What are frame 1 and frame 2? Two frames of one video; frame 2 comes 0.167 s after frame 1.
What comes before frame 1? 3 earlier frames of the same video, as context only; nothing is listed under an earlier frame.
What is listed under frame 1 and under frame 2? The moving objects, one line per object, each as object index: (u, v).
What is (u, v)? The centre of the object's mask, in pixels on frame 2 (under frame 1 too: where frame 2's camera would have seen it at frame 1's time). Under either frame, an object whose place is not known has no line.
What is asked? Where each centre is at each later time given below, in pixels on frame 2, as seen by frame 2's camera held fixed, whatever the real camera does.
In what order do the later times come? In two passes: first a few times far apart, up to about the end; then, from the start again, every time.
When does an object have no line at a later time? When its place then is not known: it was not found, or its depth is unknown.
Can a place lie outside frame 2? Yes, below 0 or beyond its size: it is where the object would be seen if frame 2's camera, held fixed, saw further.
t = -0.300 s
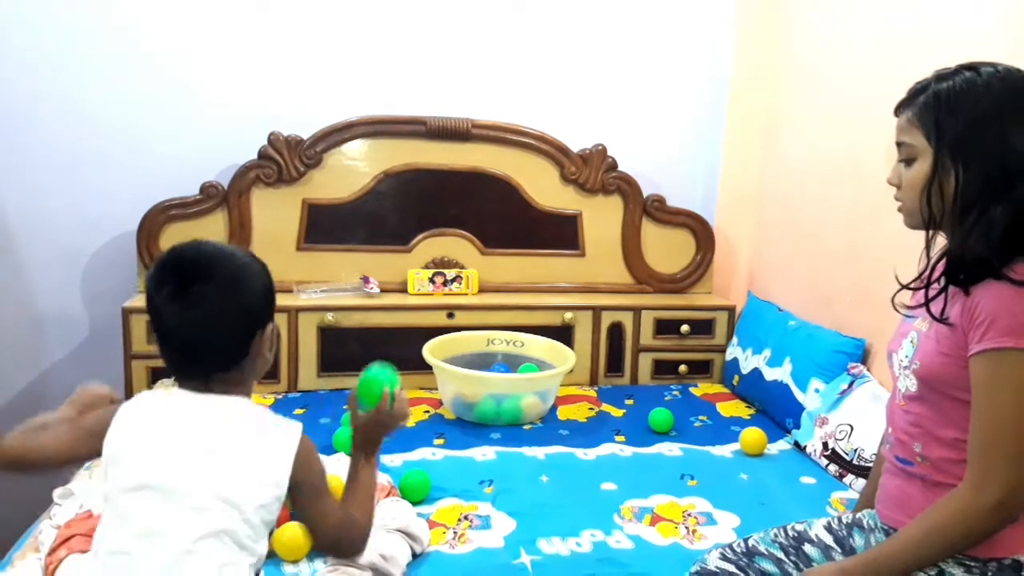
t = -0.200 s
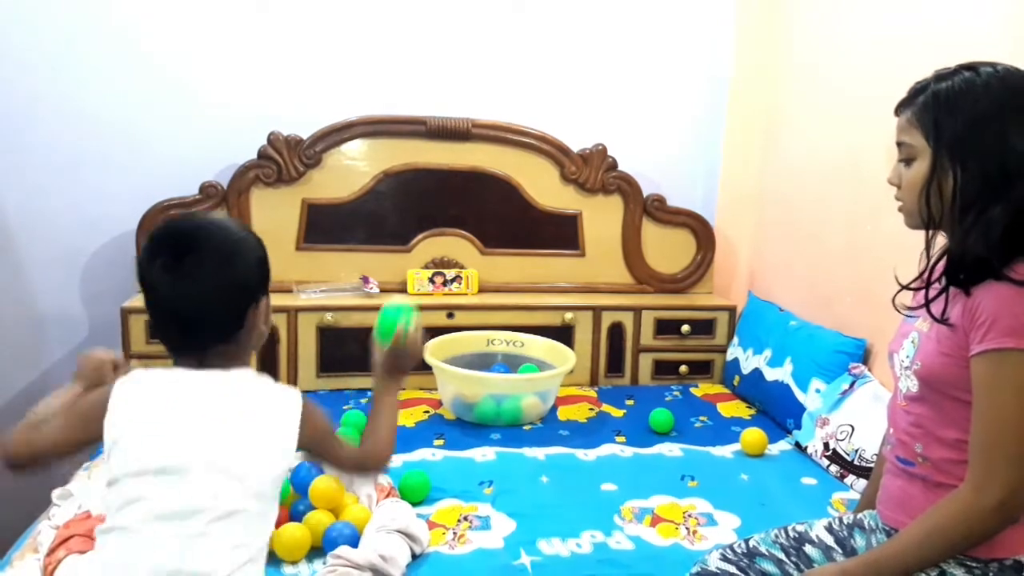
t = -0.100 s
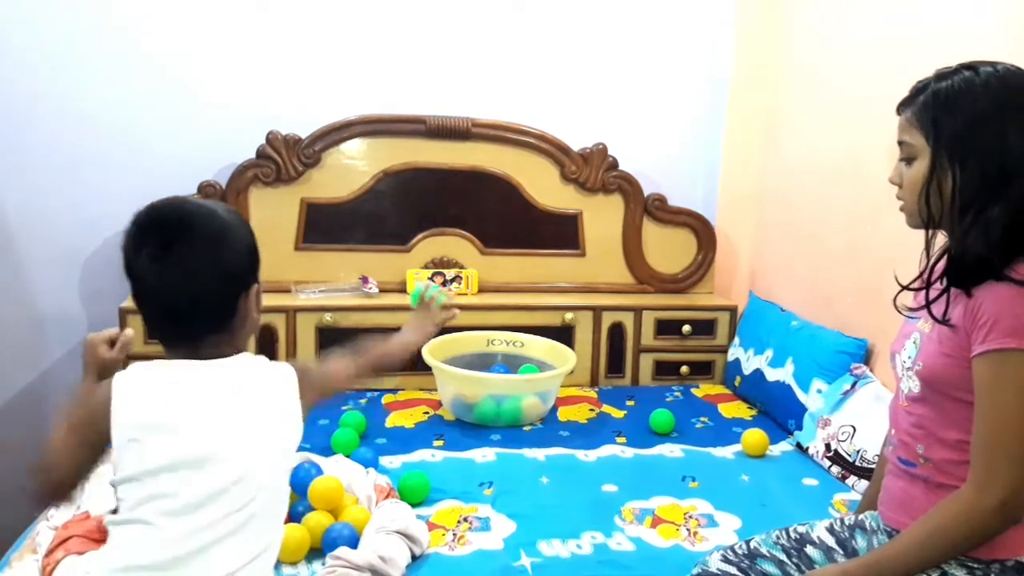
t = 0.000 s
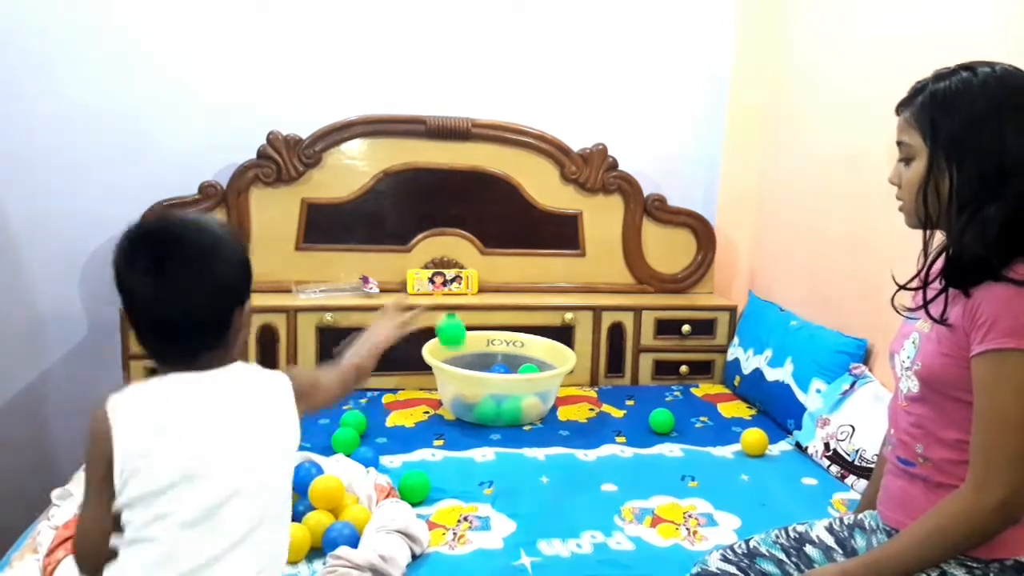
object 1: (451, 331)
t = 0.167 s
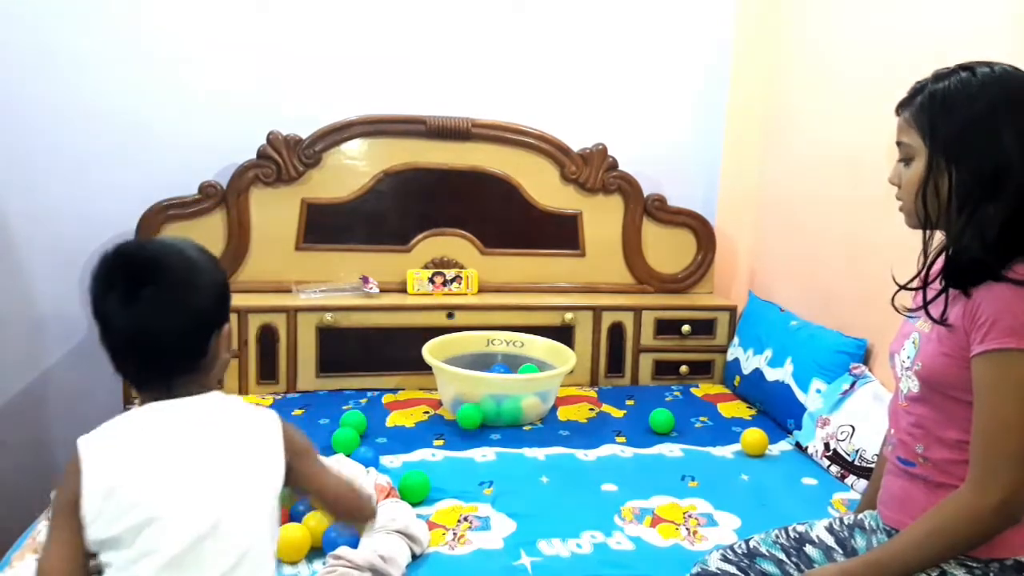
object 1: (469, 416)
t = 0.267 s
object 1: (467, 433)
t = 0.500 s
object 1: (493, 454)
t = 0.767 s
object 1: (526, 465)
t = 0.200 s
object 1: (469, 417)
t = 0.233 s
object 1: (468, 423)
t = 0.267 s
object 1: (467, 433)
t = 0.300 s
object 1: (467, 441)
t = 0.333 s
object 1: (470, 440)
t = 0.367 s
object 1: (474, 442)
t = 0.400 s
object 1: (477, 448)
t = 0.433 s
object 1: (483, 451)
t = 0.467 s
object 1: (488, 452)
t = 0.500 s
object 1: (493, 454)
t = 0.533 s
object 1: (499, 455)
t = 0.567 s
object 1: (503, 457)
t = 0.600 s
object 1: (508, 458)
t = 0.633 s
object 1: (512, 459)
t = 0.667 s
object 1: (516, 461)
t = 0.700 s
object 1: (519, 462)
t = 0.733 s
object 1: (523, 464)
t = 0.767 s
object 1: (526, 465)
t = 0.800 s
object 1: (529, 465)
